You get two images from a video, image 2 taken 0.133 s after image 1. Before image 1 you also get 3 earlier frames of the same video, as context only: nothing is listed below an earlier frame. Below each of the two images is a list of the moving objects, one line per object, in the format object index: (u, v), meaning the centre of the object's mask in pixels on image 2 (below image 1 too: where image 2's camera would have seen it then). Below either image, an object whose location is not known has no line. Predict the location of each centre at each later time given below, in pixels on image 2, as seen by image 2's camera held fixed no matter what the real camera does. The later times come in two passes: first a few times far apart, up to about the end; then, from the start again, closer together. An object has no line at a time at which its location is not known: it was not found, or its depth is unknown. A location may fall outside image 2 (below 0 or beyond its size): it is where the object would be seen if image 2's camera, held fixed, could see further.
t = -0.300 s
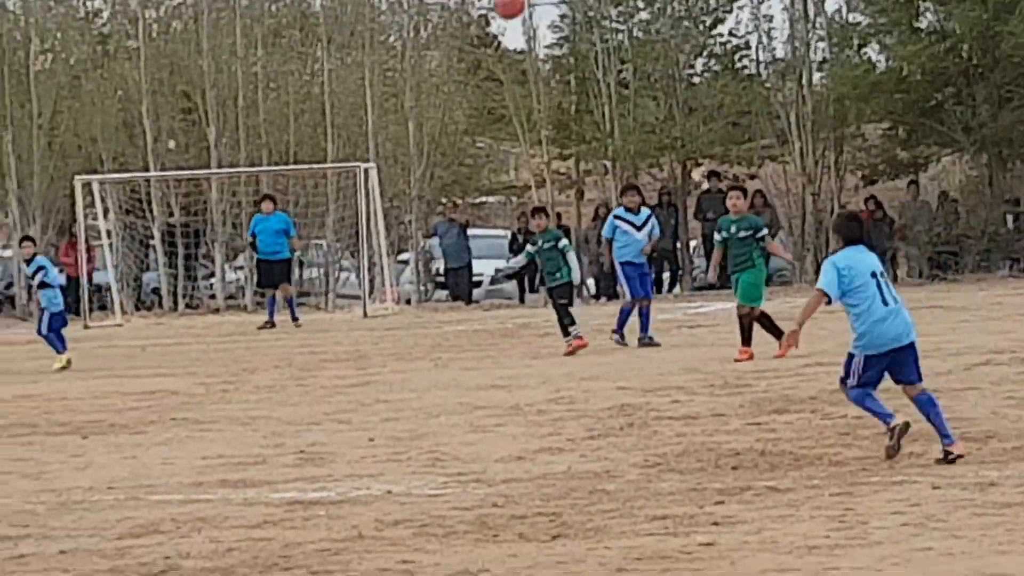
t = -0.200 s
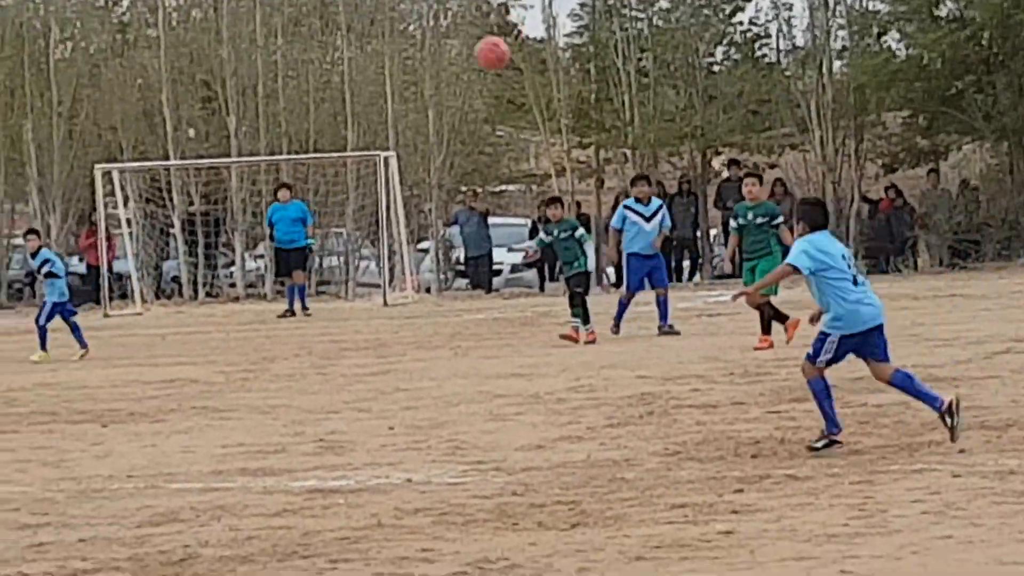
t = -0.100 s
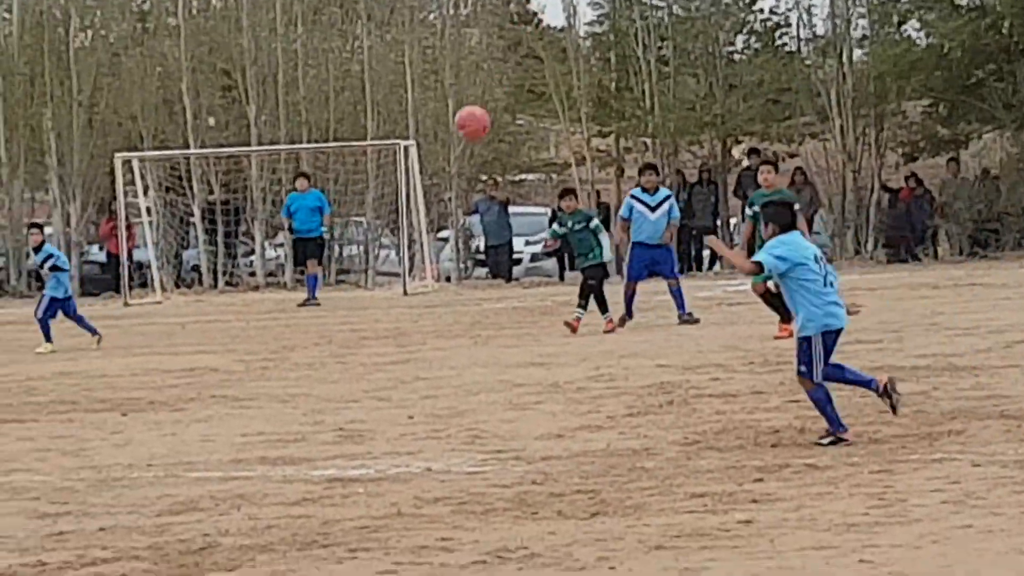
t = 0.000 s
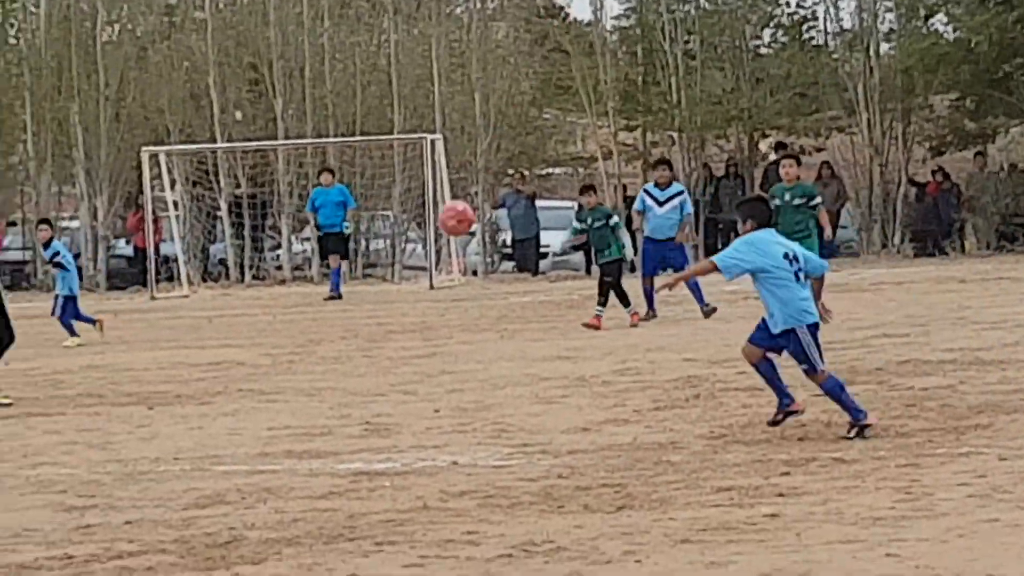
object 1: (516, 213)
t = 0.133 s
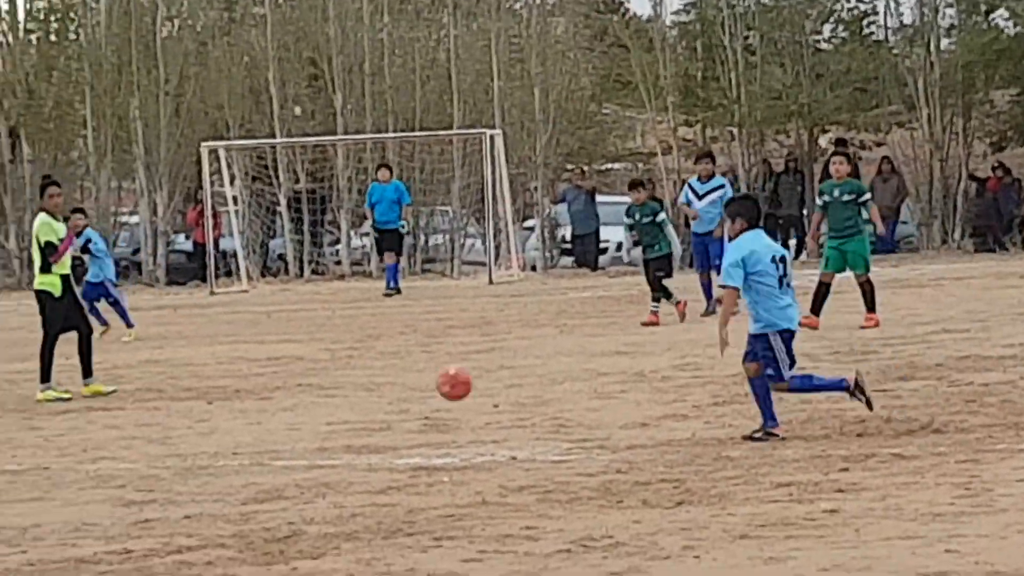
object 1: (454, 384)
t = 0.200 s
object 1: (419, 382)
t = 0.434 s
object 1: (280, 201)
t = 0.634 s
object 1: (159, 118)
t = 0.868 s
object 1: (9, 114)
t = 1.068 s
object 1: (-124, 202)
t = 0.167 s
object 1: (438, 414)
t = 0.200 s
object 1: (419, 382)
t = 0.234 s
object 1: (400, 351)
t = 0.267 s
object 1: (380, 322)
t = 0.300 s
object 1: (360, 293)
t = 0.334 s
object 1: (340, 268)
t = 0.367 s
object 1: (320, 244)
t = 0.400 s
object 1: (301, 222)
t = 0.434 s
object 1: (280, 201)
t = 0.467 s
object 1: (260, 183)
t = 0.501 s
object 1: (240, 166)
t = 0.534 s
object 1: (218, 150)
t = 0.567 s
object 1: (198, 138)
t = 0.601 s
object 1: (179, 127)
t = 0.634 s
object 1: (159, 118)
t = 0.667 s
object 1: (138, 110)
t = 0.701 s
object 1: (117, 106)
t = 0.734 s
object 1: (97, 103)
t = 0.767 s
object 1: (74, 102)
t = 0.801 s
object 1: (53, 104)
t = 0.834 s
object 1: (31, 108)
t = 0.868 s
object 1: (9, 114)
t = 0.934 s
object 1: (-36, 133)
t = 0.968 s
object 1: (-57, 147)
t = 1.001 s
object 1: (-80, 162)
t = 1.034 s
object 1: (-102, 181)
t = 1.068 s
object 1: (-124, 202)
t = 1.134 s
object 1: (-171, 250)
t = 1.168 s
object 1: (-194, 281)
